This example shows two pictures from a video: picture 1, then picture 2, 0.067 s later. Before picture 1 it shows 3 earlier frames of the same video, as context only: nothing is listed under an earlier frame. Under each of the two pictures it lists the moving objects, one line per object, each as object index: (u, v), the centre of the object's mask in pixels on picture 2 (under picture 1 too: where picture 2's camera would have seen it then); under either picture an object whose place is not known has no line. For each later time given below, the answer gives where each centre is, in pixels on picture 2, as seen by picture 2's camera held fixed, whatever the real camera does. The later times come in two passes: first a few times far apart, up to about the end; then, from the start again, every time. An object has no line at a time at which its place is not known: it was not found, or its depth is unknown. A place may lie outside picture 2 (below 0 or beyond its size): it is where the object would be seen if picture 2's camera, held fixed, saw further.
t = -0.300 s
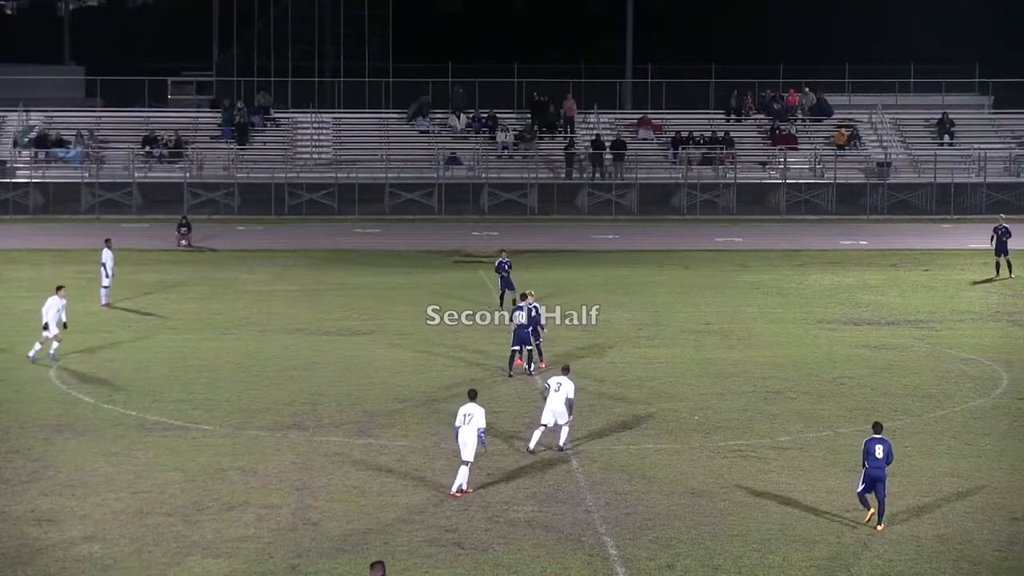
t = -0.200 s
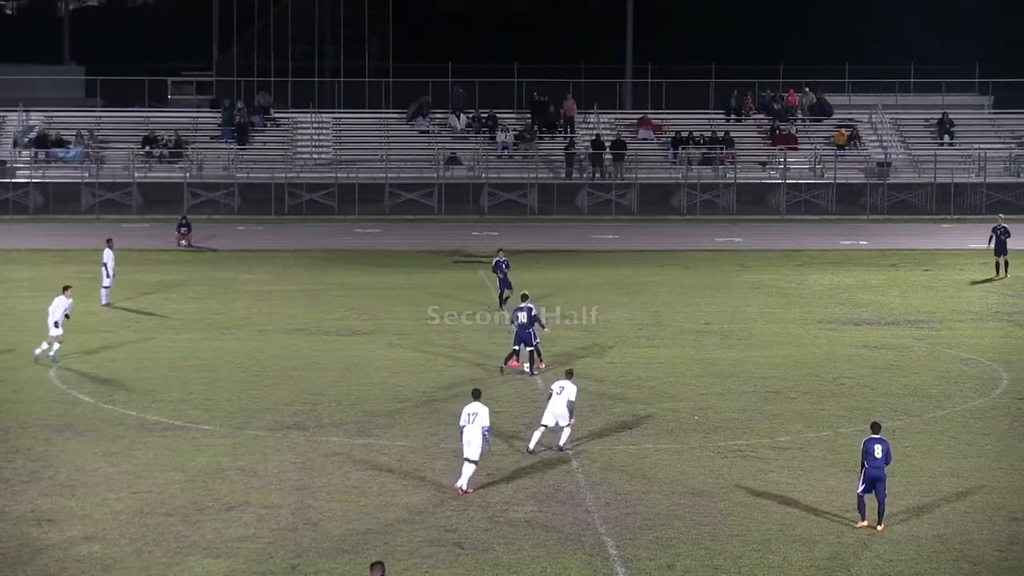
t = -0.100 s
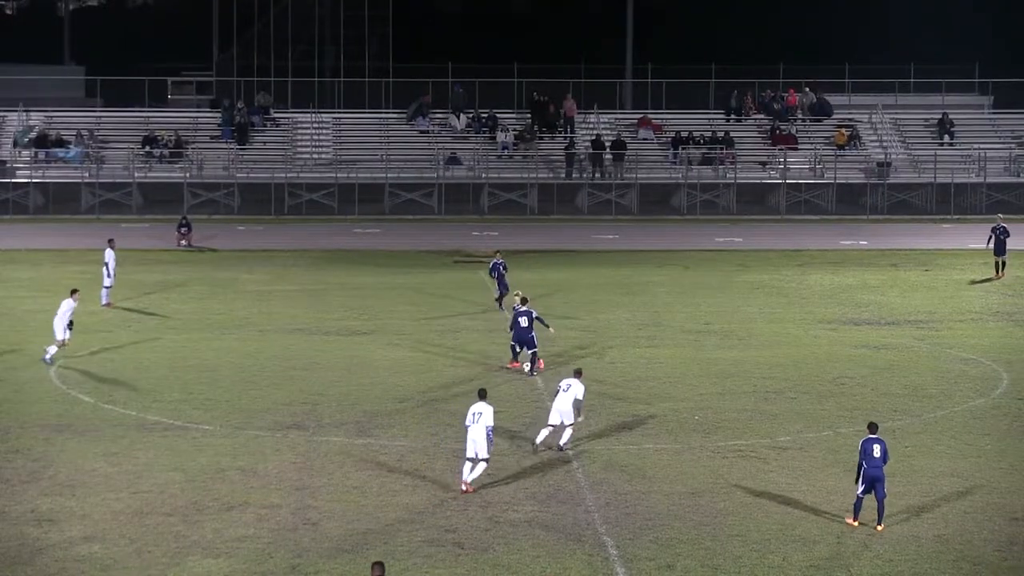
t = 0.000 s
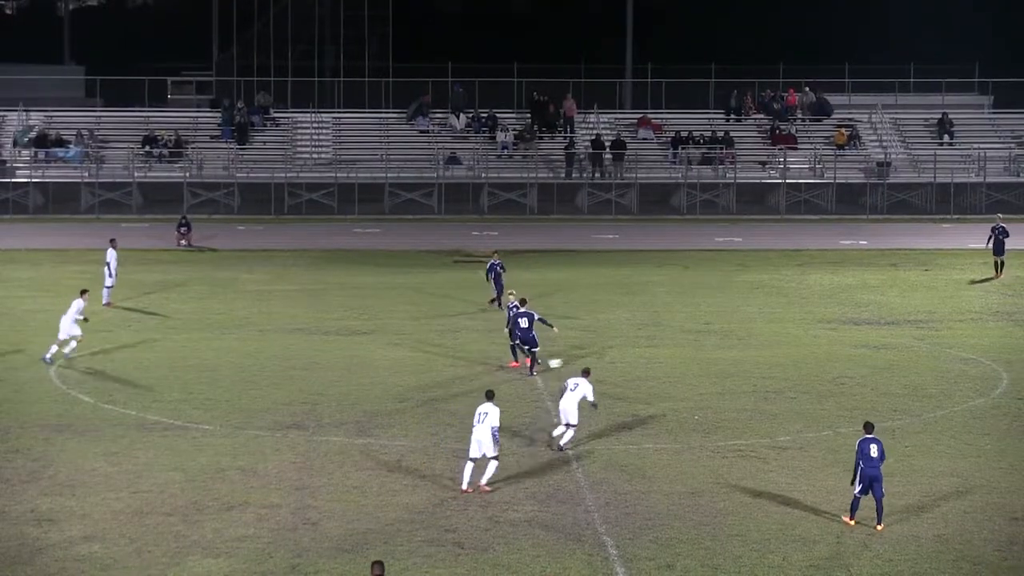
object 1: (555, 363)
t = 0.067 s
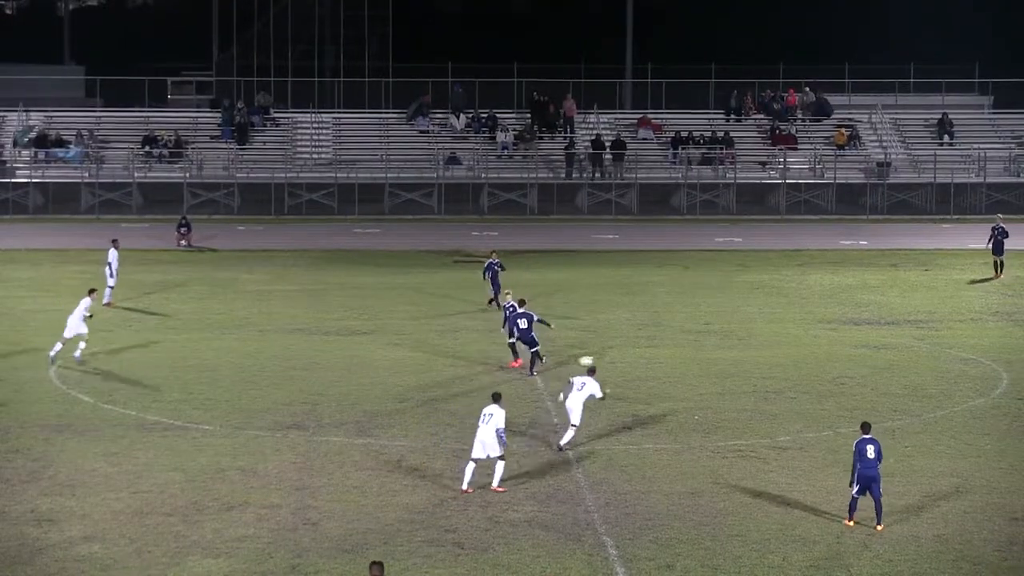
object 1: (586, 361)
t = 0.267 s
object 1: (670, 352)
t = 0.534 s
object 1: (761, 344)
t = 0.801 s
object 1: (831, 336)
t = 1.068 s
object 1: (892, 329)
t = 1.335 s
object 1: (949, 323)
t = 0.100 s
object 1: (600, 359)
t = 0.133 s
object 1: (615, 357)
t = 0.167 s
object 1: (630, 355)
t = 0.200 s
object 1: (644, 355)
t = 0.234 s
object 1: (657, 353)
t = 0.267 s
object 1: (670, 352)
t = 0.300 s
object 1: (683, 351)
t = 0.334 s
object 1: (694, 350)
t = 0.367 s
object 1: (706, 349)
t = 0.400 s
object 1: (718, 348)
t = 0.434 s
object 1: (729, 347)
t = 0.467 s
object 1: (740, 347)
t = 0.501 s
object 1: (750, 345)
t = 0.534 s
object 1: (761, 344)
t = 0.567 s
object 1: (770, 342)
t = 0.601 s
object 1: (779, 342)
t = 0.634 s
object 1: (789, 342)
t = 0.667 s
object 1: (798, 340)
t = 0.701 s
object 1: (806, 338)
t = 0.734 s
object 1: (814, 338)
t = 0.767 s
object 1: (823, 336)
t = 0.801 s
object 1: (831, 336)
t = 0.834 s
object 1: (839, 337)
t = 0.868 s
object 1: (847, 336)
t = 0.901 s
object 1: (855, 334)
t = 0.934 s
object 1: (862, 332)
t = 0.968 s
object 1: (870, 331)
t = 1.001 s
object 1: (877, 329)
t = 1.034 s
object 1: (884, 329)
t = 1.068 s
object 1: (892, 329)
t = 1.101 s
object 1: (899, 330)
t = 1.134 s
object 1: (906, 331)
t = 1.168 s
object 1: (913, 332)
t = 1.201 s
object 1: (920, 330)
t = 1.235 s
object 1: (928, 327)
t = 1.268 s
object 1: (933, 325)
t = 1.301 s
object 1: (941, 324)
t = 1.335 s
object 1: (949, 323)
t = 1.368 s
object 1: (957, 323)
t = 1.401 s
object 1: (964, 323)
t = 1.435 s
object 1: (972, 324)
